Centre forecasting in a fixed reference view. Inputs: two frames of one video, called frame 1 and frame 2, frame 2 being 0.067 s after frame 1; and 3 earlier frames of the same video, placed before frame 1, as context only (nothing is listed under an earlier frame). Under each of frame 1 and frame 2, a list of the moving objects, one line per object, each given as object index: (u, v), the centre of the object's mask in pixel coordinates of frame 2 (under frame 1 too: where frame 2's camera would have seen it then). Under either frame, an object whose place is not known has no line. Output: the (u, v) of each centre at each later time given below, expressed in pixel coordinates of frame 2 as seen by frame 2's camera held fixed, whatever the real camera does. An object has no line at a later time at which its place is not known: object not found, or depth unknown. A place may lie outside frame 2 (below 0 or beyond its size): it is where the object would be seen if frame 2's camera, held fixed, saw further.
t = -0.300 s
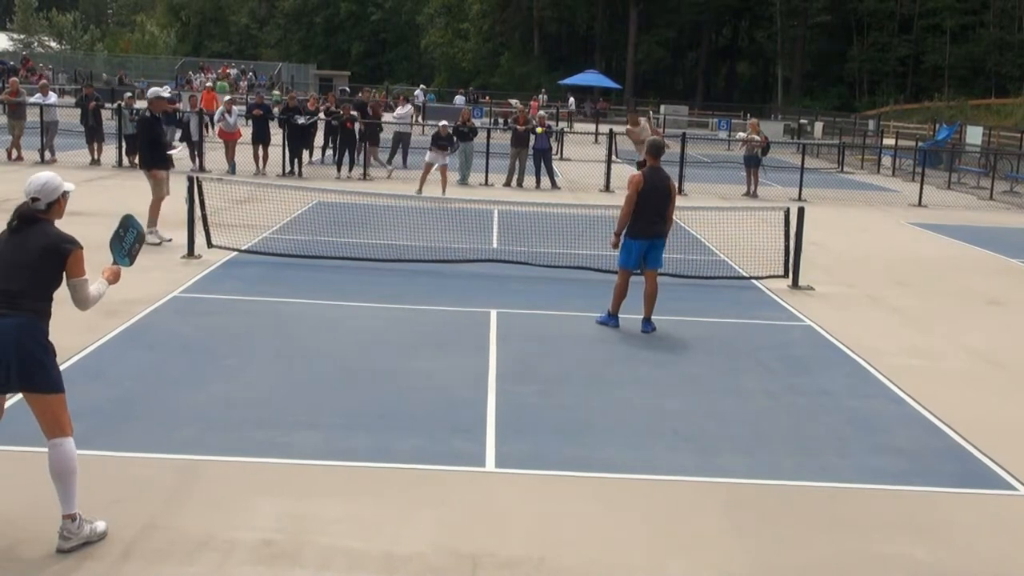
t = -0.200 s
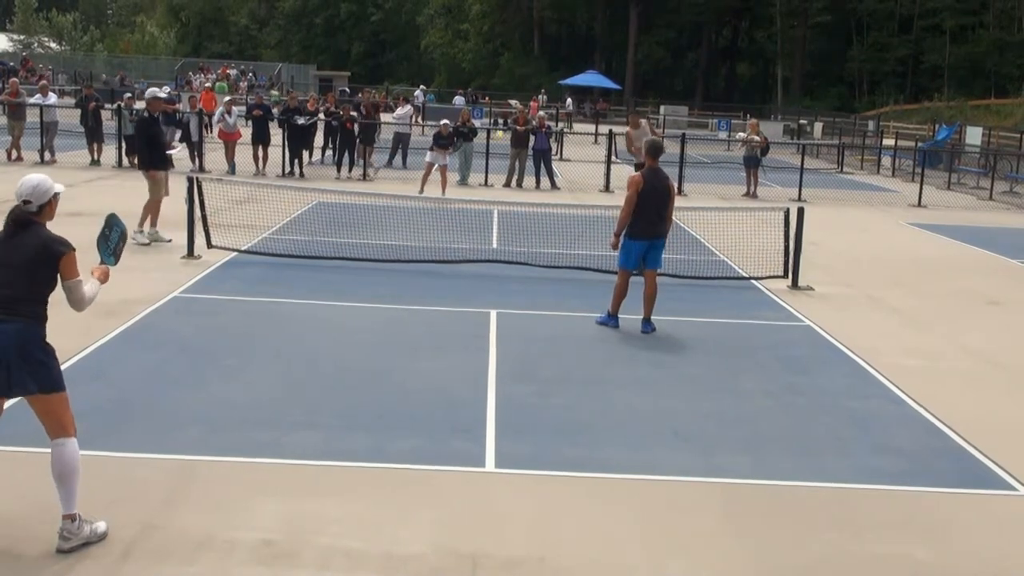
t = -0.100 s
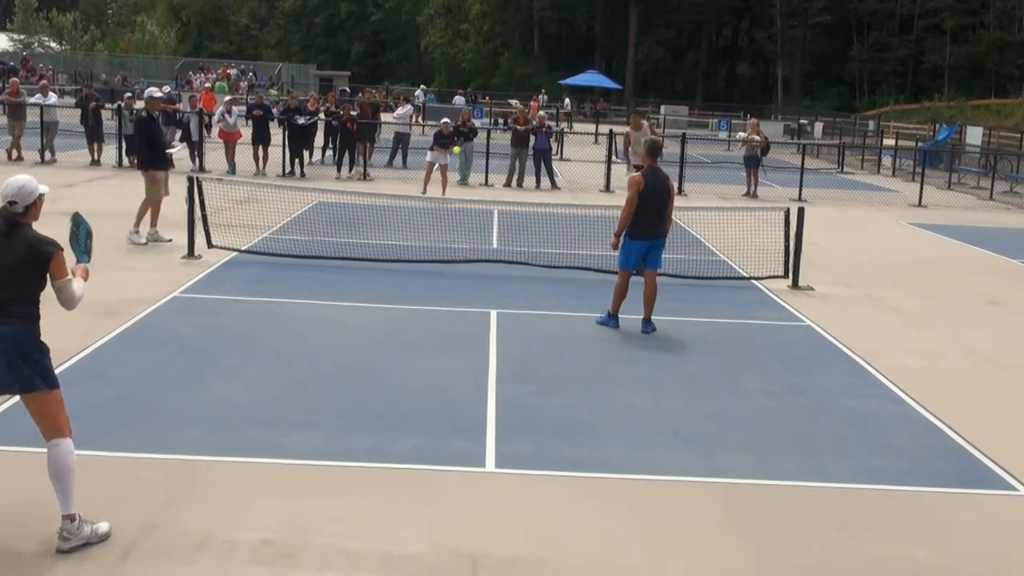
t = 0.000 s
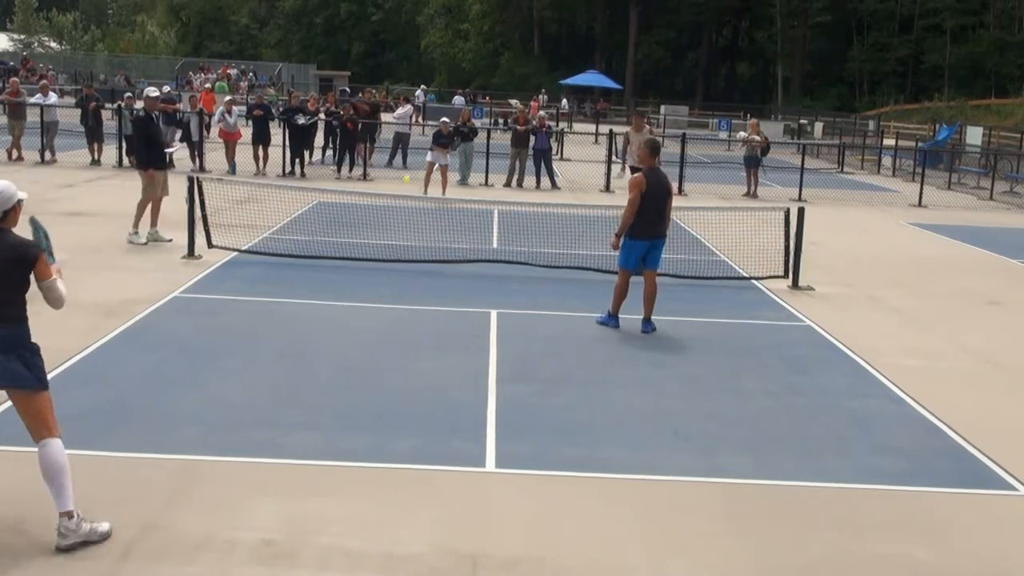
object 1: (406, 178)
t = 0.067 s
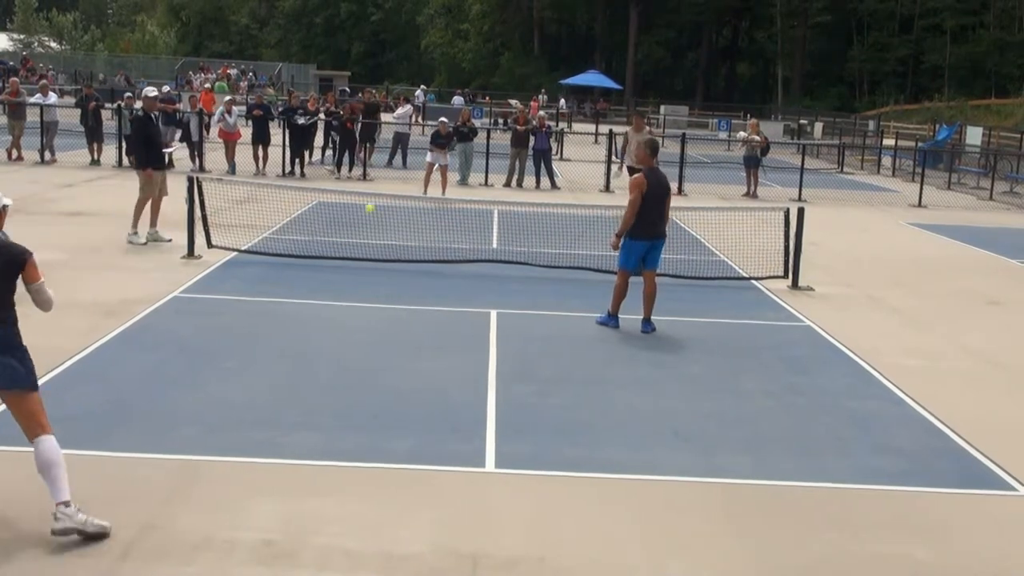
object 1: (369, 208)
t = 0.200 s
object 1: (287, 291)
